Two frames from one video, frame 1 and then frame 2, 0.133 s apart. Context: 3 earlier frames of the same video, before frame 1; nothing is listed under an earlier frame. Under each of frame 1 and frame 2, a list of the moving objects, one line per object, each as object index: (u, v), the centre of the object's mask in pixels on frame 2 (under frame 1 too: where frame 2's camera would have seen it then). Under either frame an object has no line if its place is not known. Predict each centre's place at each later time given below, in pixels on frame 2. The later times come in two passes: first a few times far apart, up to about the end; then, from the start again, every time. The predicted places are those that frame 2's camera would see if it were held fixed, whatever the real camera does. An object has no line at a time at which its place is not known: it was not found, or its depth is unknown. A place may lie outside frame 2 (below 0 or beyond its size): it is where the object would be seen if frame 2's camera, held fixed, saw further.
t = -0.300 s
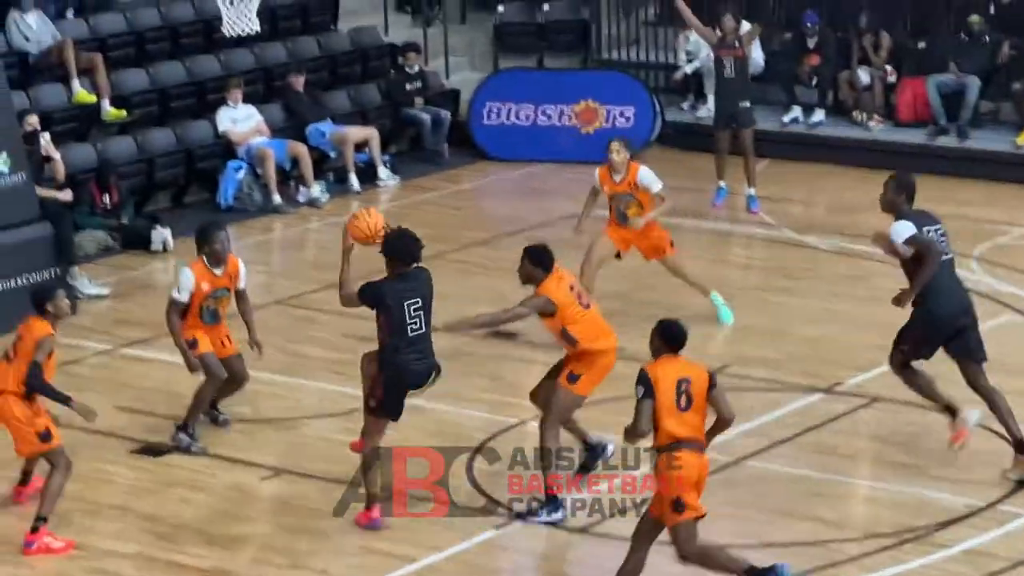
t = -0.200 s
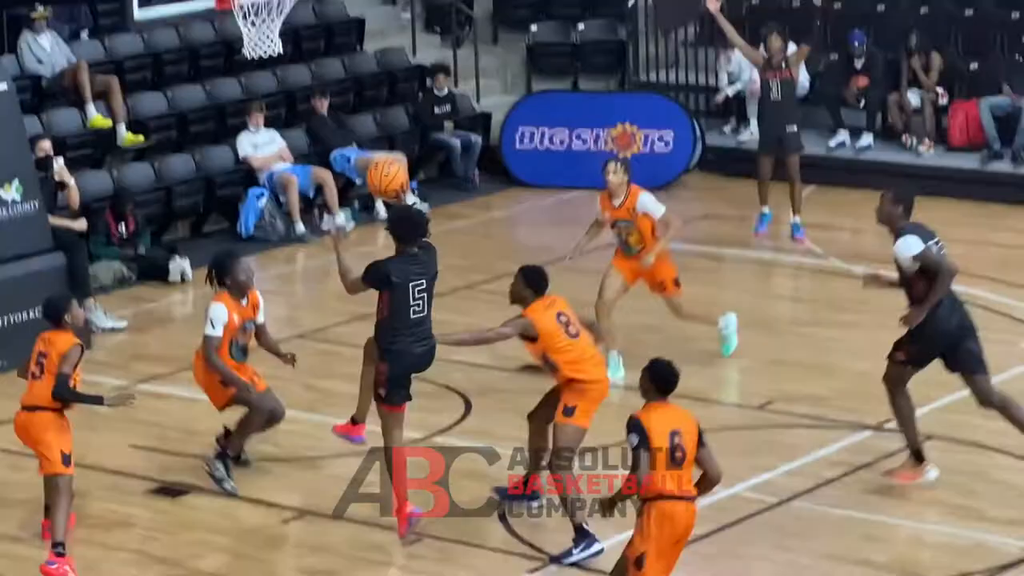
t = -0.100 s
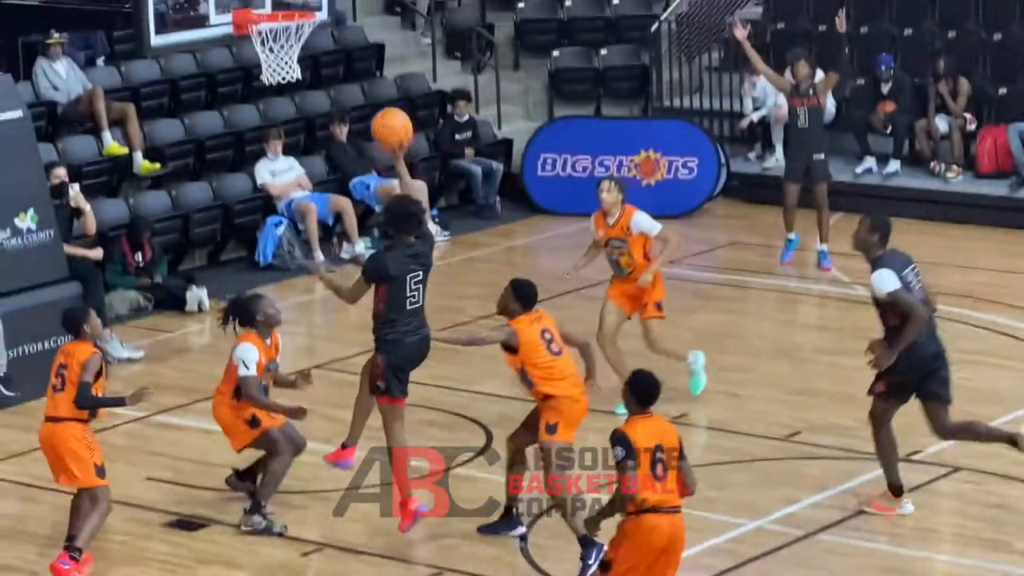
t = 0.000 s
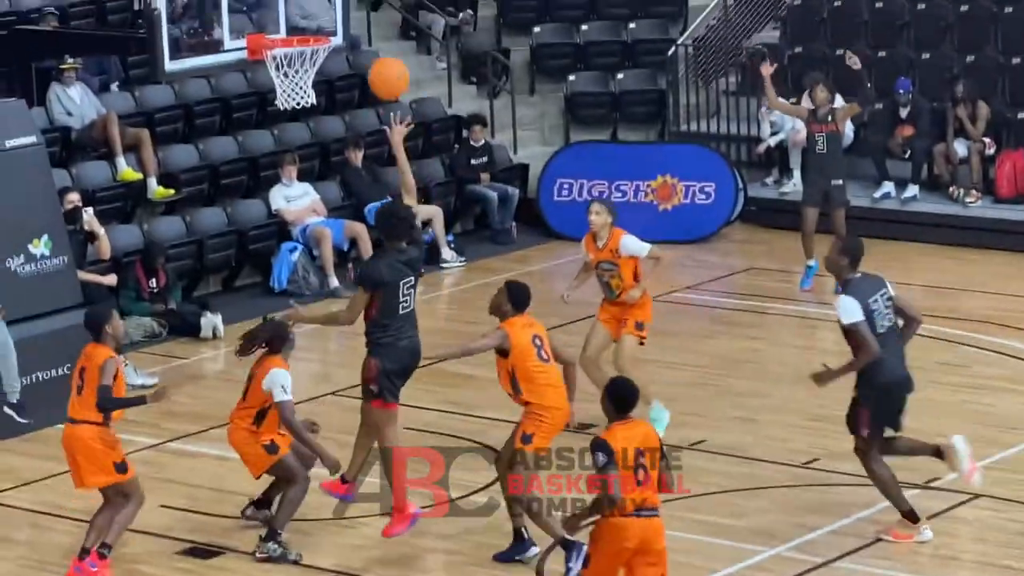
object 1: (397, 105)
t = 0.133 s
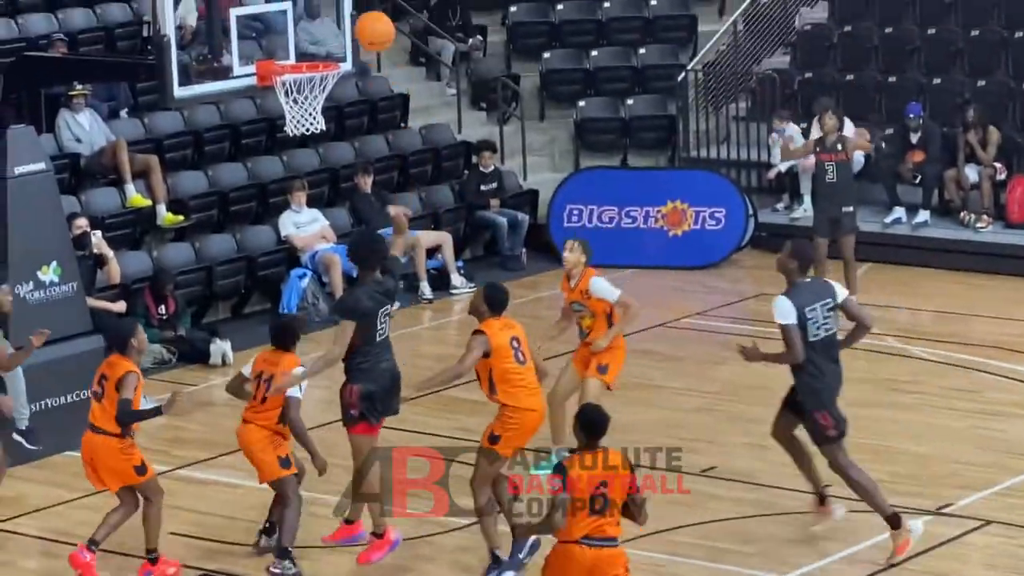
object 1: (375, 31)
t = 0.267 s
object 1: (354, -5)
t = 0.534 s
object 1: (319, -6)
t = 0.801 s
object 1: (296, 33)
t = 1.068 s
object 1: (284, 10)
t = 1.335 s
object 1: (277, 26)
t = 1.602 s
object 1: (297, 27)
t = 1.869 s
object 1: (311, 34)
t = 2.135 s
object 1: (327, 86)
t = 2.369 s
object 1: (319, 142)
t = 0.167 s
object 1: (369, 18)
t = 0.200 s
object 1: (364, 8)
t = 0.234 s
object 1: (359, 1)
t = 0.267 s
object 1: (354, -5)
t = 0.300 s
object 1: (349, -10)
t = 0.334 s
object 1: (344, -13)
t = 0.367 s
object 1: (340, -16)
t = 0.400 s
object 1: (335, -17)
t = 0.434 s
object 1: (331, -17)
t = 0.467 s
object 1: (327, -16)
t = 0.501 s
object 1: (324, -13)
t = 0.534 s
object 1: (319, -6)
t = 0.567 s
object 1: (315, 1)
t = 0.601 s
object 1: (312, 10)
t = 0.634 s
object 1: (309, 21)
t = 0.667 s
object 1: (306, 34)
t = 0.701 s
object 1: (303, 46)
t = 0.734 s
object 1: (300, 53)
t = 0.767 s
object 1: (298, 42)
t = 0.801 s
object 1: (296, 33)
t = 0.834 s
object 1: (294, 25)
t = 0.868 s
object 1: (292, 18)
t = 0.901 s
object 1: (290, 12)
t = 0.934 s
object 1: (288, 9)
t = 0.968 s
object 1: (287, 7)
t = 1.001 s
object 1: (286, 7)
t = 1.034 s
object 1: (285, 7)
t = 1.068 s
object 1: (284, 10)
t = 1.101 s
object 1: (282, 15)
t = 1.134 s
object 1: (280, 21)
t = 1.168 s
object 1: (279, 29)
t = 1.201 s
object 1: (278, 37)
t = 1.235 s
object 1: (277, 48)
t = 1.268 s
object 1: (277, 43)
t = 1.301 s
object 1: (276, 33)
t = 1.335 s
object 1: (277, 26)
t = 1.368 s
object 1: (277, 20)
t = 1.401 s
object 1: (280, 16)
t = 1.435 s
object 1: (283, 14)
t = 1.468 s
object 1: (285, 13)
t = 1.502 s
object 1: (288, 14)
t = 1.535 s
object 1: (291, 18)
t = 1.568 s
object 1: (294, 21)
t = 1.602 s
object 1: (297, 27)
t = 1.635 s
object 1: (300, 35)
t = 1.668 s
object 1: (304, 44)
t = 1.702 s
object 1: (305, 46)
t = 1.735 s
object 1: (307, 41)
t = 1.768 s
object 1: (308, 36)
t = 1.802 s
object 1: (309, 34)
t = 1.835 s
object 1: (311, 33)
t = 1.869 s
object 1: (311, 34)
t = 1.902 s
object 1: (312, 34)
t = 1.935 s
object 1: (314, 37)
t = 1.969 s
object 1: (315, 41)
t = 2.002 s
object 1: (318, 47)
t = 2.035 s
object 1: (319, 54)
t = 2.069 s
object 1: (322, 64)
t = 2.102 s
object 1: (325, 77)
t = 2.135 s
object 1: (327, 86)
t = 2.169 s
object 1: (327, 95)
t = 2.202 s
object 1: (327, 102)
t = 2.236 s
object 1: (326, 107)
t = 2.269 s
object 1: (324, 114)
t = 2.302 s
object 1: (322, 121)
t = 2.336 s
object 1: (320, 127)
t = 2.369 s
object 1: (319, 142)
